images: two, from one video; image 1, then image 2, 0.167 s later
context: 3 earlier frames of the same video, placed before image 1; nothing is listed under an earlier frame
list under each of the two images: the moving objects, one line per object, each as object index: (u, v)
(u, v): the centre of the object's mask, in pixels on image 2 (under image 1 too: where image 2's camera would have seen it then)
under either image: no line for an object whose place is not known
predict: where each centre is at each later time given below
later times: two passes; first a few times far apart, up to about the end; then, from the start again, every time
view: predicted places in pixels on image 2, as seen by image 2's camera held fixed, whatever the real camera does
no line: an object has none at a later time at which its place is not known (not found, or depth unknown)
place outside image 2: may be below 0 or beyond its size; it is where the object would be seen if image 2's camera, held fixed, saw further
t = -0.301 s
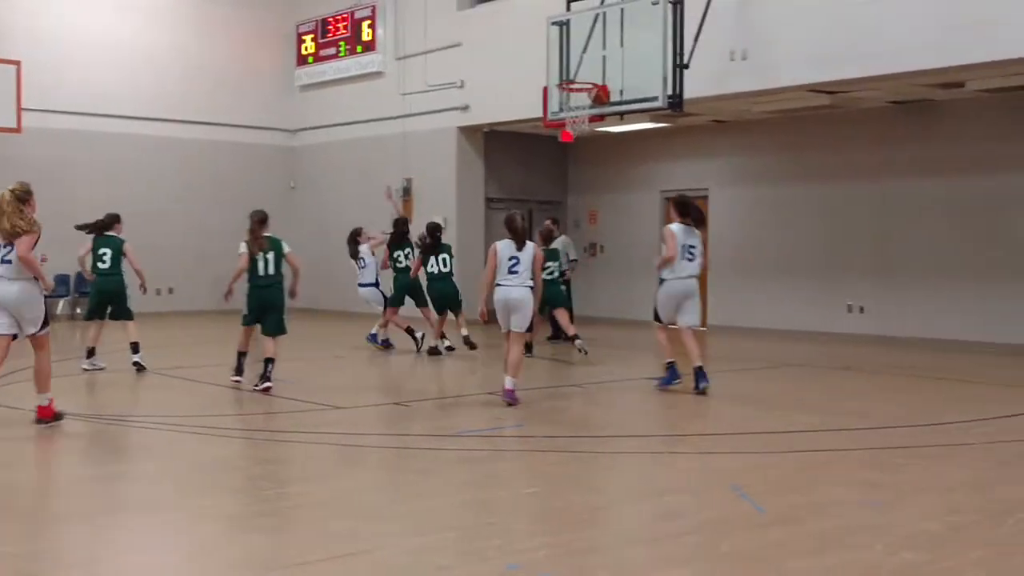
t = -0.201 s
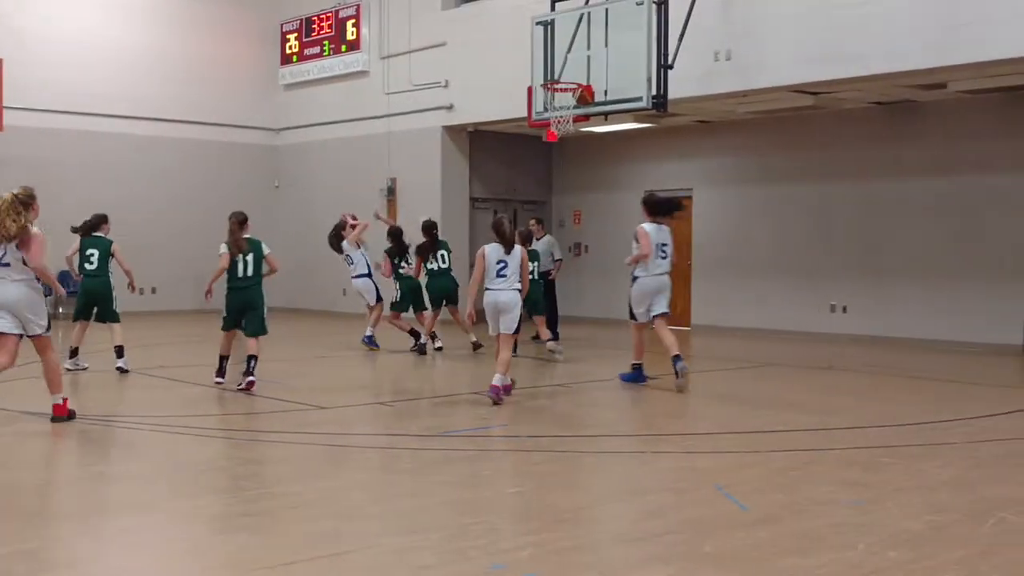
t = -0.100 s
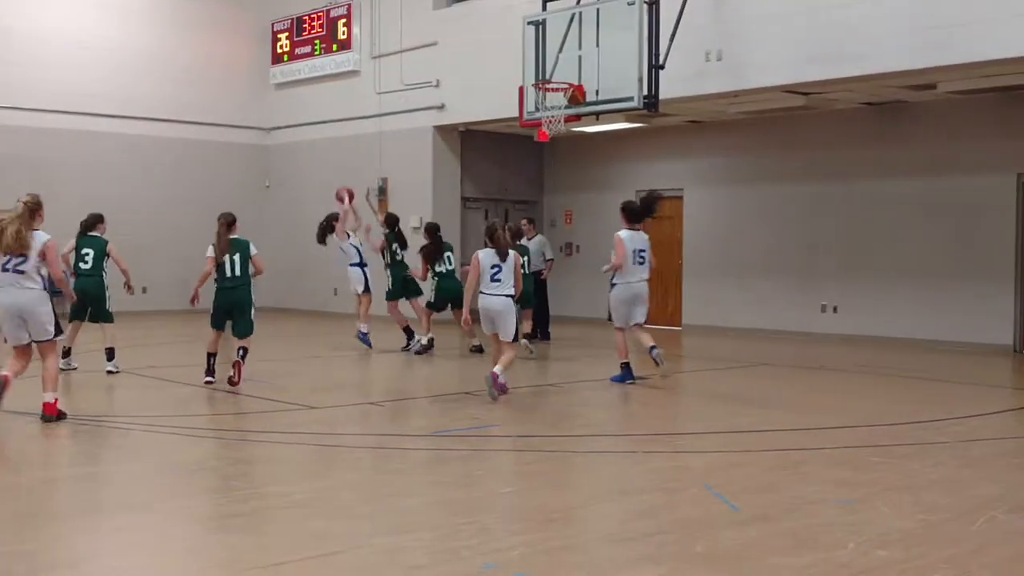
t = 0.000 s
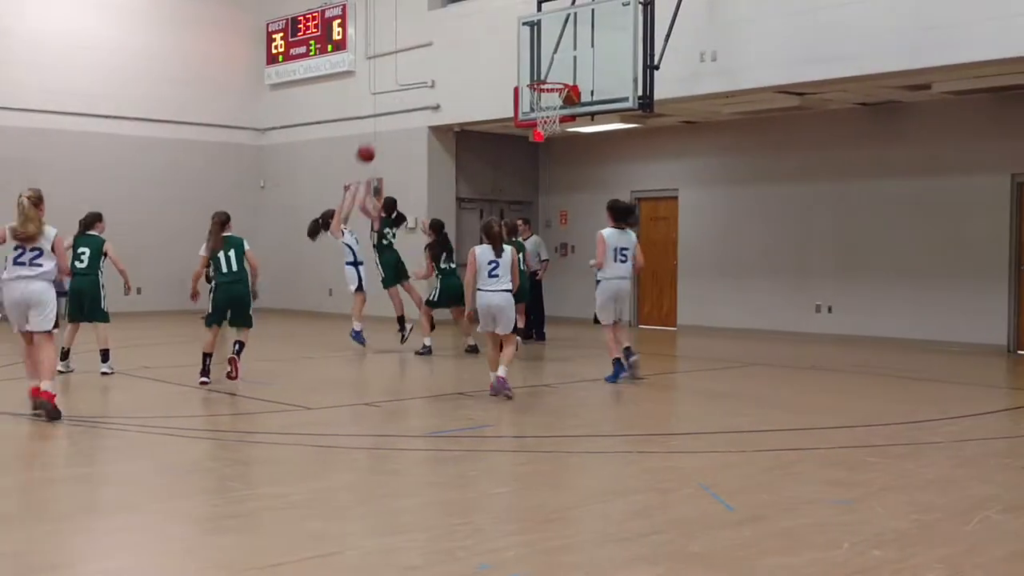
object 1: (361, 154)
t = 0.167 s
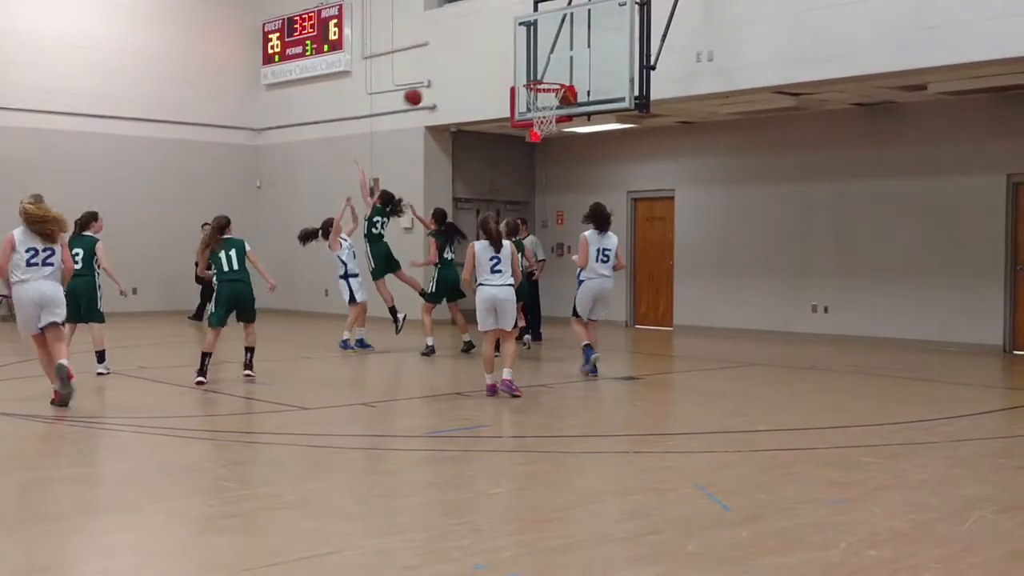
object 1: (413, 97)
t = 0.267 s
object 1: (443, 73)
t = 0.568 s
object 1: (515, 49)
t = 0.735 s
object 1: (516, 68)
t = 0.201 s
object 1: (423, 88)
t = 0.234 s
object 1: (433, 80)
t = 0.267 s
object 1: (443, 73)
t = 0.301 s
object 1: (454, 66)
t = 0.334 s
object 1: (464, 60)
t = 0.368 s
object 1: (474, 56)
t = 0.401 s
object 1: (485, 53)
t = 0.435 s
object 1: (495, 50)
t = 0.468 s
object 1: (505, 48)
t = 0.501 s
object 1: (515, 48)
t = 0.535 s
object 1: (515, 48)
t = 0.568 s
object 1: (515, 49)
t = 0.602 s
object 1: (516, 50)
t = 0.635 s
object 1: (516, 53)
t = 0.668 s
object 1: (516, 57)
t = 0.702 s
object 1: (516, 62)
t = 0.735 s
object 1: (516, 68)
